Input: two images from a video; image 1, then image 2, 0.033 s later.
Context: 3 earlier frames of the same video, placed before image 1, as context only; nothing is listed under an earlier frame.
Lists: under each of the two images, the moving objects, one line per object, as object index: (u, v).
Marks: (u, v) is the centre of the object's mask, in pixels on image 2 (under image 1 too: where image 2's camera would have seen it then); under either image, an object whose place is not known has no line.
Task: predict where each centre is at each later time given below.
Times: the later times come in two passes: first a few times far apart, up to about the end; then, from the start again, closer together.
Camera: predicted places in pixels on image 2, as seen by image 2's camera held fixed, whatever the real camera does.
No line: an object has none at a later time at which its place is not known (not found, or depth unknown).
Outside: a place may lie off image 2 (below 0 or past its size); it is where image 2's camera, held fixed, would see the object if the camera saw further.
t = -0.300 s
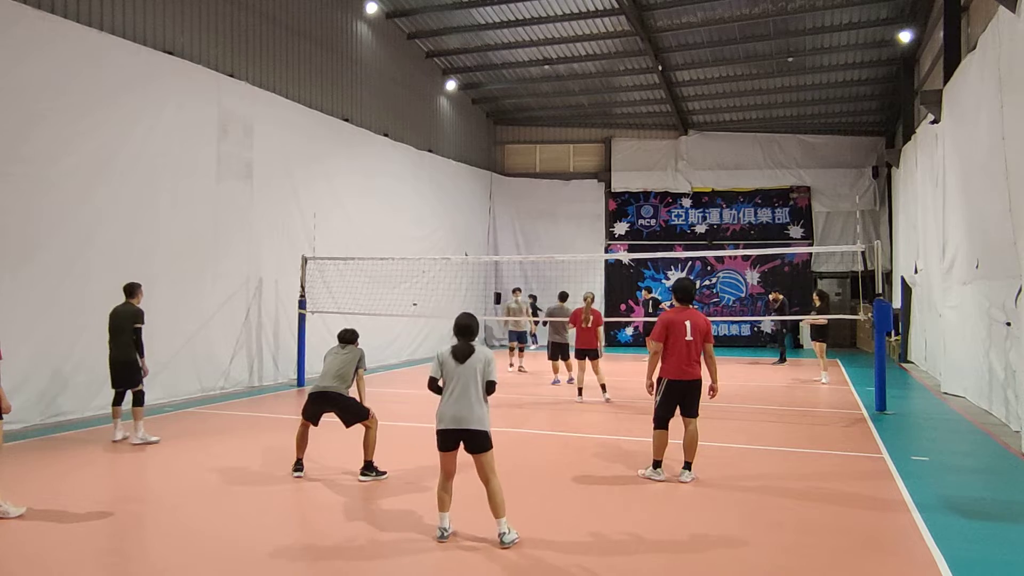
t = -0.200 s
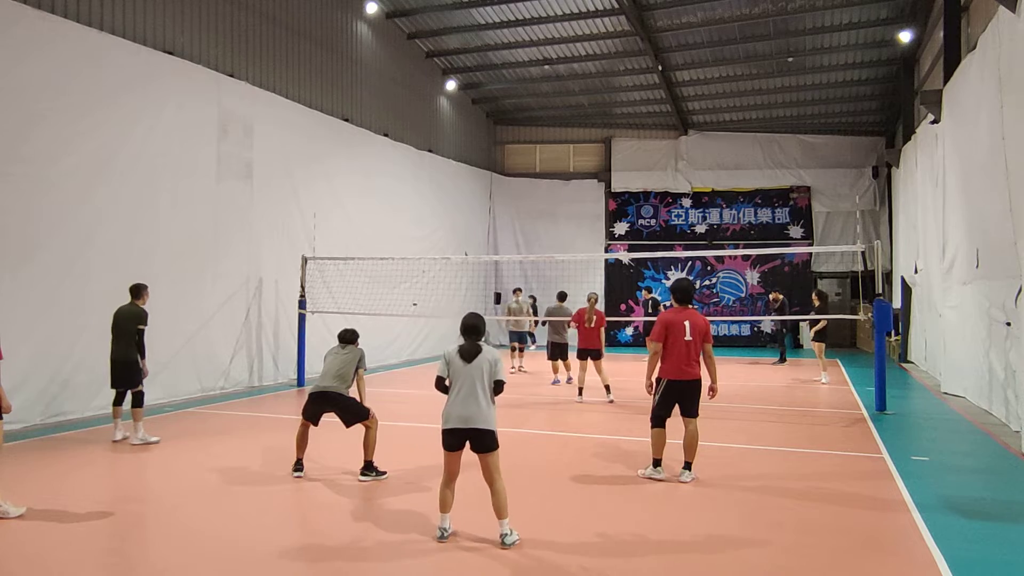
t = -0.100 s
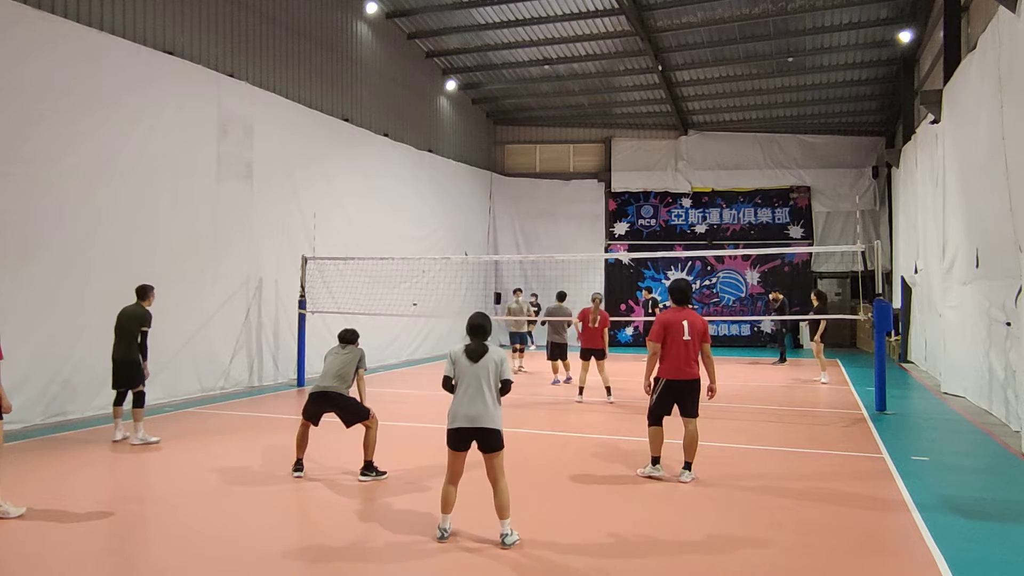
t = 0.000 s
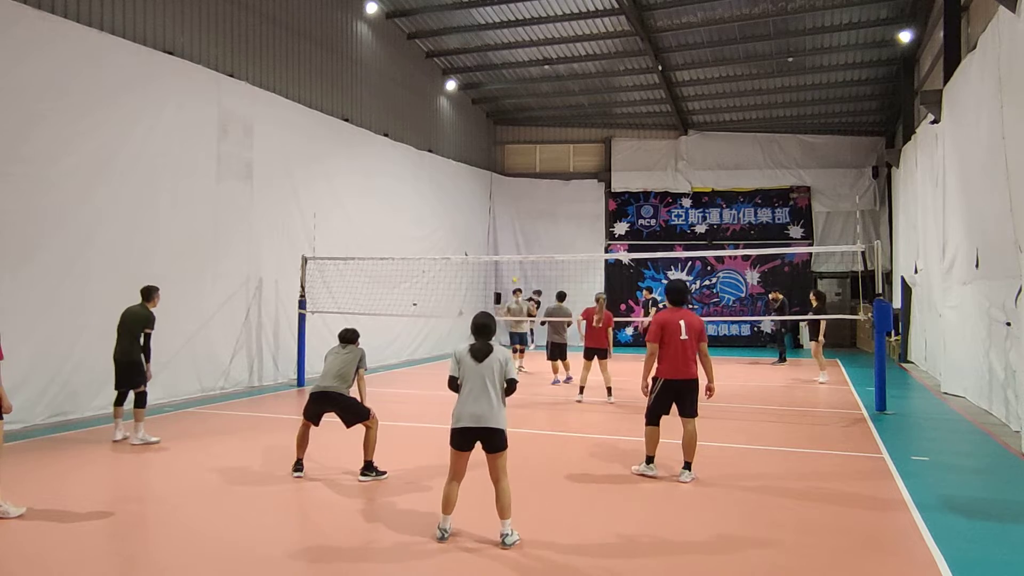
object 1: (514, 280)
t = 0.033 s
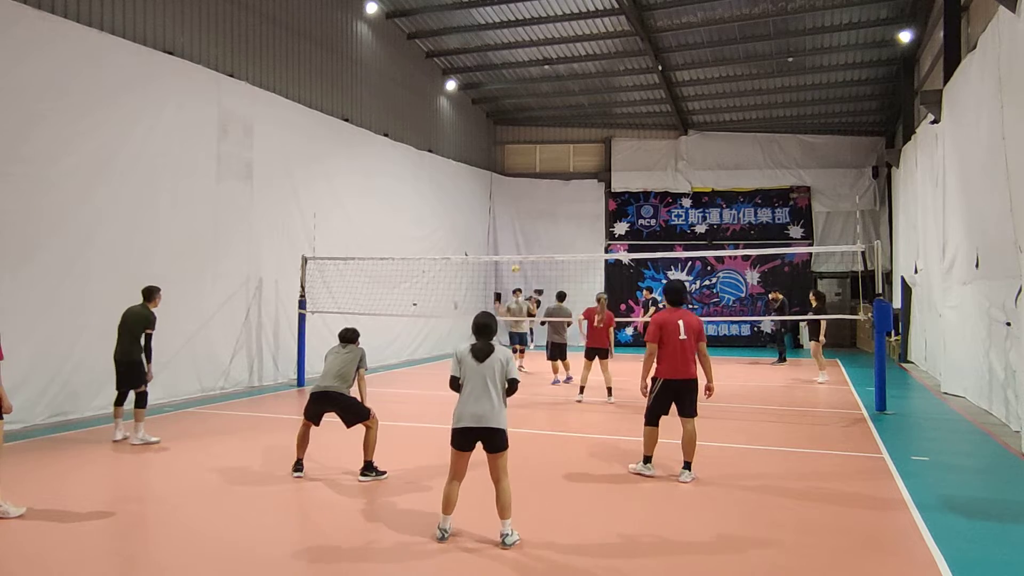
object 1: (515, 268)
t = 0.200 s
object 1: (519, 219)
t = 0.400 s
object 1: (521, 166)
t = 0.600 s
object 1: (523, 120)
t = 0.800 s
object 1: (529, 86)
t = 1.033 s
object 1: (538, 72)
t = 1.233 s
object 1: (550, 95)
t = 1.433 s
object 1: (566, 167)
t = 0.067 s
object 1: (516, 261)
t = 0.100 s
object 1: (517, 249)
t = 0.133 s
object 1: (517, 239)
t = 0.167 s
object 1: (518, 229)
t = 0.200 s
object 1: (519, 219)
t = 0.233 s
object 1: (519, 210)
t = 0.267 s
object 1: (520, 201)
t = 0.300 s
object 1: (520, 192)
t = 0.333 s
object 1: (520, 183)
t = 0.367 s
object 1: (520, 174)
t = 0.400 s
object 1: (521, 166)
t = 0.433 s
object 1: (521, 157)
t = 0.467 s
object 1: (521, 149)
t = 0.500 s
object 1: (522, 142)
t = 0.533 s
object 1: (522, 135)
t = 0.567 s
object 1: (523, 127)
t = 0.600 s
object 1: (523, 120)
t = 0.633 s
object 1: (524, 113)
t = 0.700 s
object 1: (526, 101)
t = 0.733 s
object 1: (527, 96)
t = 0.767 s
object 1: (528, 91)
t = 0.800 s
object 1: (529, 86)
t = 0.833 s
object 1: (531, 82)
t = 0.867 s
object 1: (532, 79)
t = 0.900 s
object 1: (533, 76)
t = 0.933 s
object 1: (534, 74)
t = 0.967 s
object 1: (535, 73)
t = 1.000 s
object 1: (537, 72)
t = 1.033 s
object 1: (538, 72)
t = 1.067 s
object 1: (540, 73)
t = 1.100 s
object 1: (541, 76)
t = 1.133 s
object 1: (543, 78)
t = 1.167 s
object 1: (545, 83)
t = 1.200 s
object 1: (547, 89)
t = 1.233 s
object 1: (550, 95)
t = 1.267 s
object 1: (552, 103)
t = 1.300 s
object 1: (555, 113)
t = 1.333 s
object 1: (557, 124)
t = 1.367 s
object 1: (560, 136)
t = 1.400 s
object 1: (563, 151)
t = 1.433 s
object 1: (566, 167)
